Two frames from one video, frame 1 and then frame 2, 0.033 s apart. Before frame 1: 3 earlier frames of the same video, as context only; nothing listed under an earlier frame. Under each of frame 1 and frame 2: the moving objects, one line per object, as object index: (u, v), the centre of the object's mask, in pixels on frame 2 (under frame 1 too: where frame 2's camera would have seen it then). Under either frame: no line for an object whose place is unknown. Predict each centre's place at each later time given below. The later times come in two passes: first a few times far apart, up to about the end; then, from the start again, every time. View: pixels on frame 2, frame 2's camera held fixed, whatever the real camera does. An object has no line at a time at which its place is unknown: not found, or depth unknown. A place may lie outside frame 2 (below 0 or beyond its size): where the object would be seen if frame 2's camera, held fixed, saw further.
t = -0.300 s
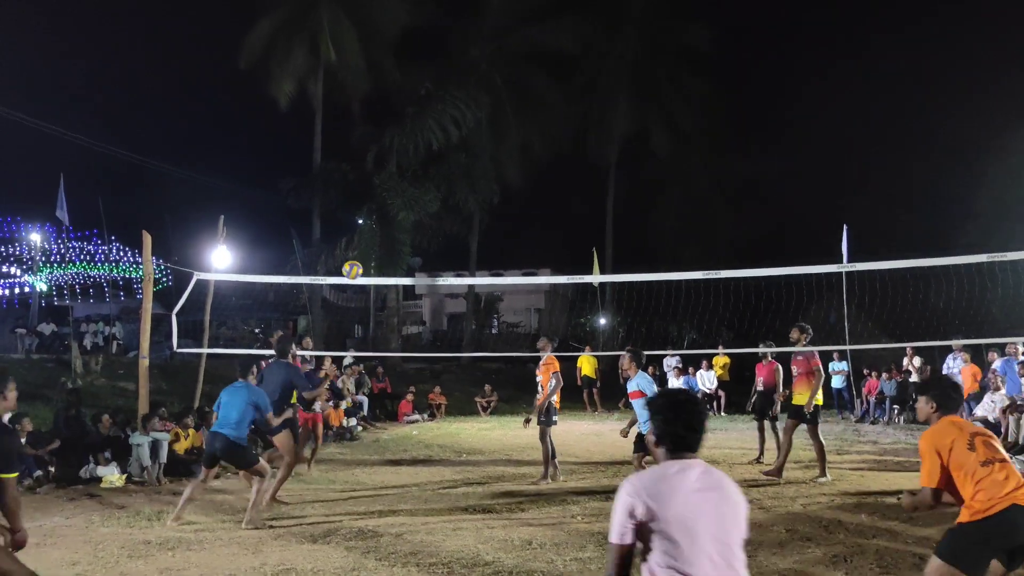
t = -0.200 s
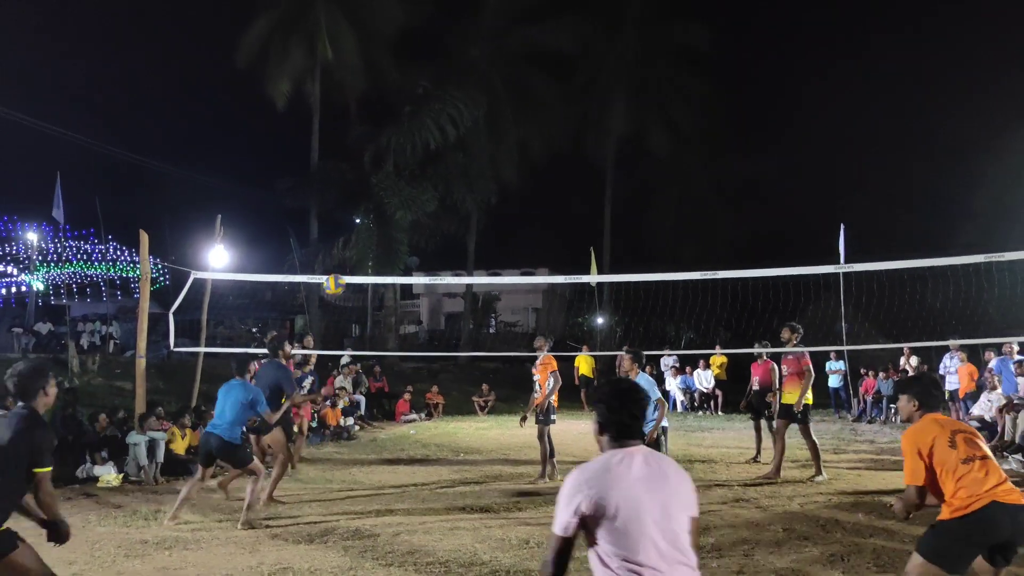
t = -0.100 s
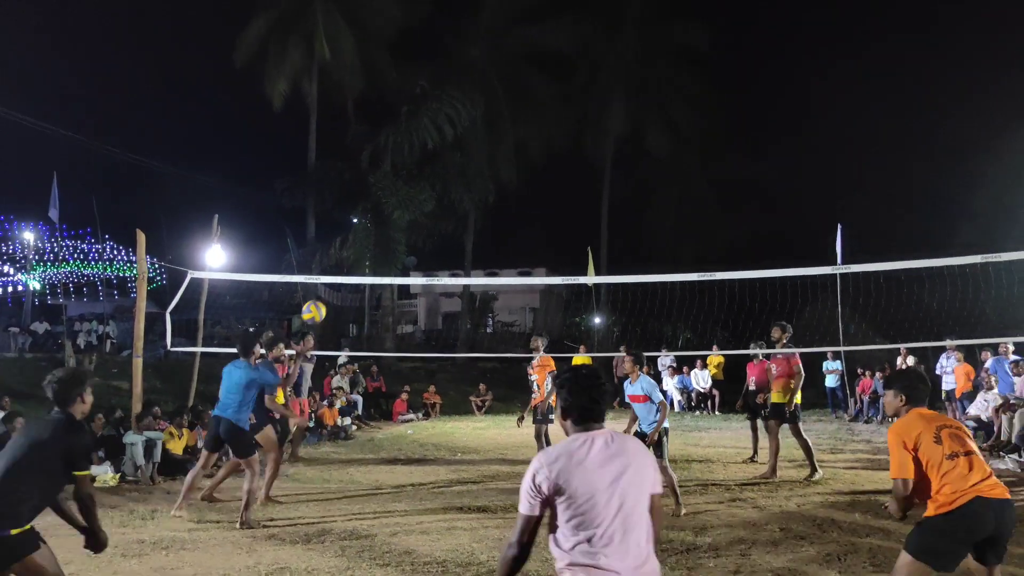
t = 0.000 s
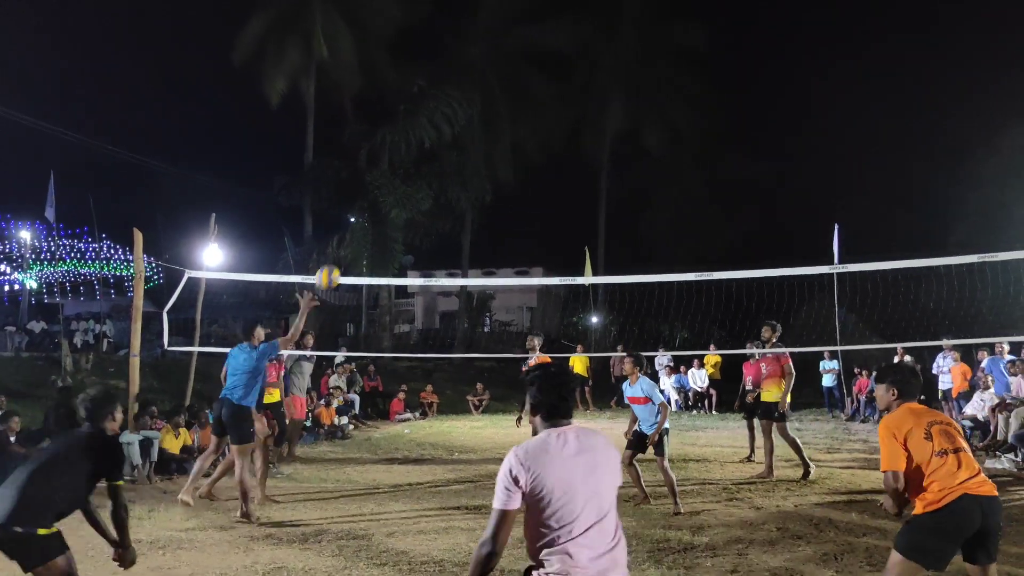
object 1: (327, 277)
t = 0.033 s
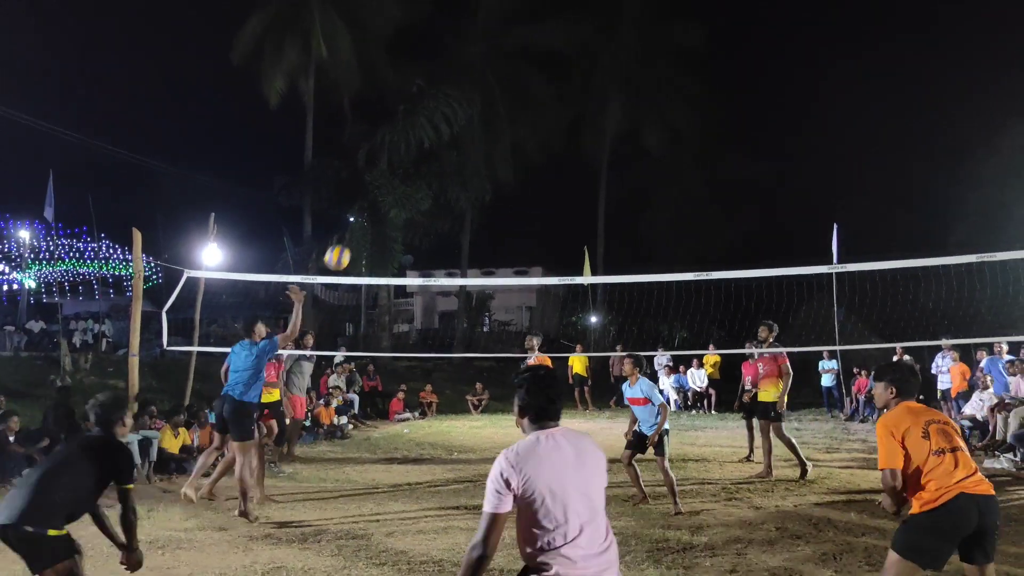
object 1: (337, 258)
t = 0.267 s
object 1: (410, 149)
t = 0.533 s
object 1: (487, 98)
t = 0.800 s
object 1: (563, 122)
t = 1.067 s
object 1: (638, 218)
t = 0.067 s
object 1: (348, 238)
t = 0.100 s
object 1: (359, 220)
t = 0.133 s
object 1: (369, 204)
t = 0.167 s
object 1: (379, 189)
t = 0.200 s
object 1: (390, 174)
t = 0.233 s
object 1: (400, 160)
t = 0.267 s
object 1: (410, 149)
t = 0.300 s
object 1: (420, 138)
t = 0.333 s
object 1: (430, 129)
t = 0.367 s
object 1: (440, 121)
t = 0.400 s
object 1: (449, 115)
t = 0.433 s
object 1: (459, 109)
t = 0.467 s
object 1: (468, 105)
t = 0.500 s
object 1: (478, 101)
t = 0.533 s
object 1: (487, 98)
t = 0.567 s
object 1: (497, 97)
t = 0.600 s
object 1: (507, 97)
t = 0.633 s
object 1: (516, 98)
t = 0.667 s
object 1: (526, 100)
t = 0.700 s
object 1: (536, 104)
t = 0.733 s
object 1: (545, 109)
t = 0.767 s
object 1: (554, 115)
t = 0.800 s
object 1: (563, 122)
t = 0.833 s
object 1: (573, 131)
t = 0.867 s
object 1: (582, 140)
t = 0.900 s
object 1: (591, 149)
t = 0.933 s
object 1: (601, 161)
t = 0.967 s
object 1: (610, 173)
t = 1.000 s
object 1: (620, 187)
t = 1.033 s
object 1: (629, 202)
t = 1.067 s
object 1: (638, 218)
